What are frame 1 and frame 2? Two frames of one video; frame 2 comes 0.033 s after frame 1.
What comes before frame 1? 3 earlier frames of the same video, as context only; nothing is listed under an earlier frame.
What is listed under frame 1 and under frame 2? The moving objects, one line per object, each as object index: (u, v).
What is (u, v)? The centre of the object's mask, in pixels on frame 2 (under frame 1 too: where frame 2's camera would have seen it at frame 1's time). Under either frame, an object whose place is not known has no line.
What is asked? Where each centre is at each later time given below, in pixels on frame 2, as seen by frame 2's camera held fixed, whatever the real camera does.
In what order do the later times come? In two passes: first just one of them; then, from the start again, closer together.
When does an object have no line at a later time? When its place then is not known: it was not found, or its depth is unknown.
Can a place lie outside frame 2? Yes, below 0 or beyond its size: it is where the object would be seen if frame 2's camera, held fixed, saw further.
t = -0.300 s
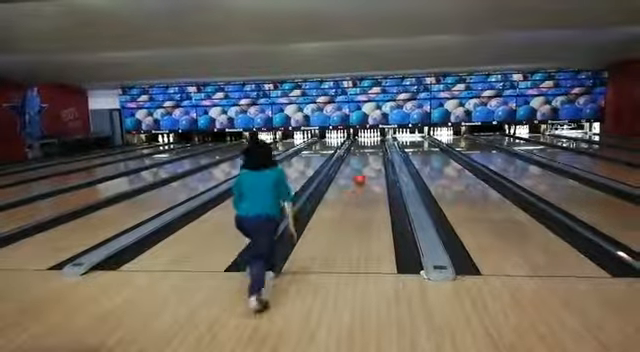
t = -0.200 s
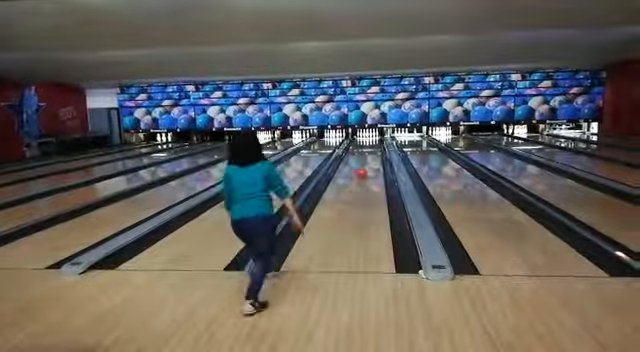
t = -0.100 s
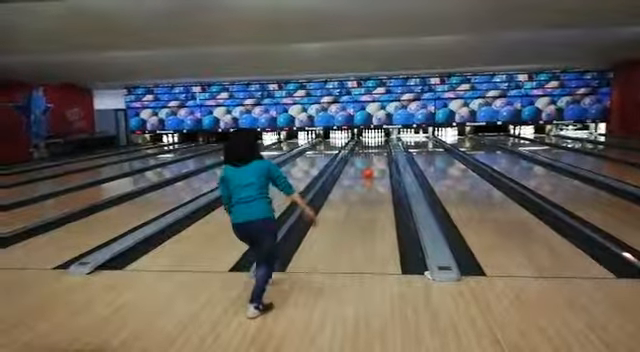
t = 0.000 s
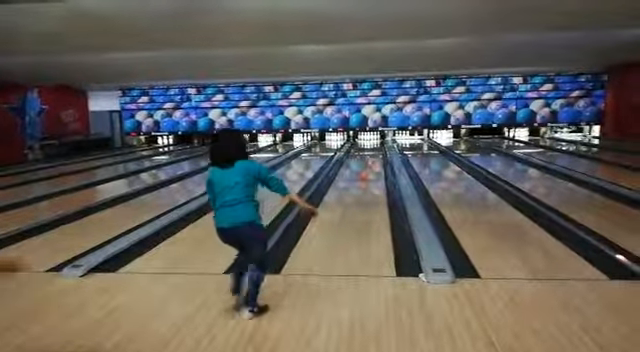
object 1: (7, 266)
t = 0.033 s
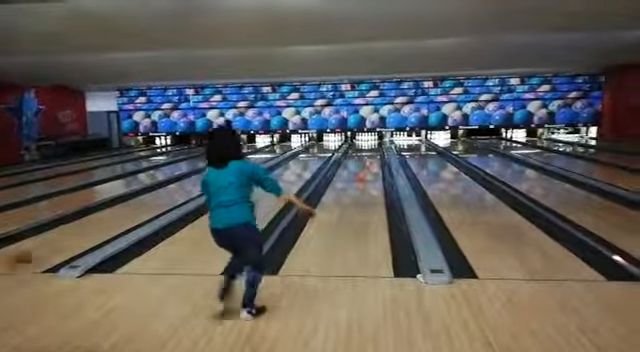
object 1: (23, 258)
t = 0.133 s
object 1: (77, 234)
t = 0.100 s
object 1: (62, 243)
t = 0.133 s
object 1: (77, 234)
